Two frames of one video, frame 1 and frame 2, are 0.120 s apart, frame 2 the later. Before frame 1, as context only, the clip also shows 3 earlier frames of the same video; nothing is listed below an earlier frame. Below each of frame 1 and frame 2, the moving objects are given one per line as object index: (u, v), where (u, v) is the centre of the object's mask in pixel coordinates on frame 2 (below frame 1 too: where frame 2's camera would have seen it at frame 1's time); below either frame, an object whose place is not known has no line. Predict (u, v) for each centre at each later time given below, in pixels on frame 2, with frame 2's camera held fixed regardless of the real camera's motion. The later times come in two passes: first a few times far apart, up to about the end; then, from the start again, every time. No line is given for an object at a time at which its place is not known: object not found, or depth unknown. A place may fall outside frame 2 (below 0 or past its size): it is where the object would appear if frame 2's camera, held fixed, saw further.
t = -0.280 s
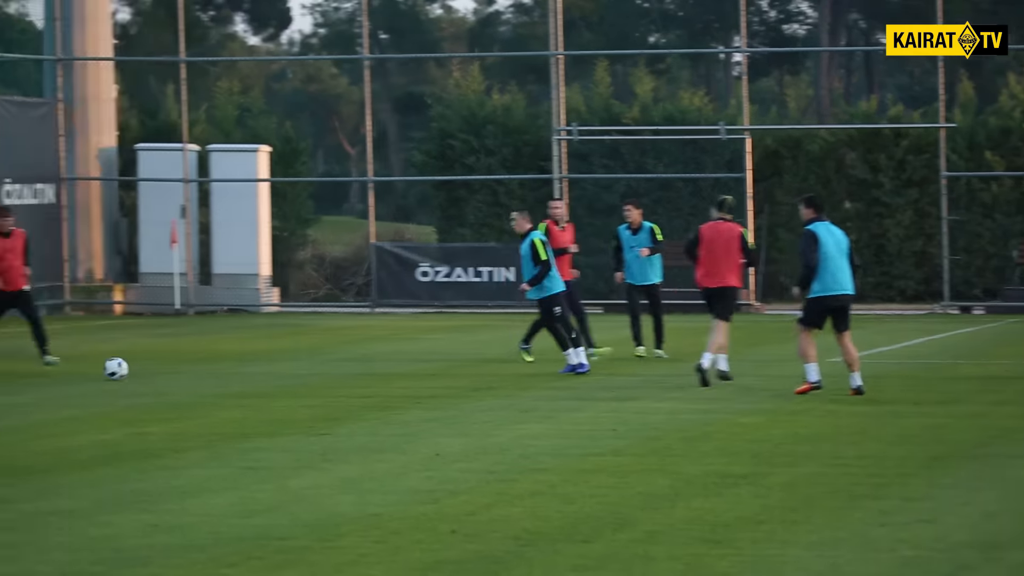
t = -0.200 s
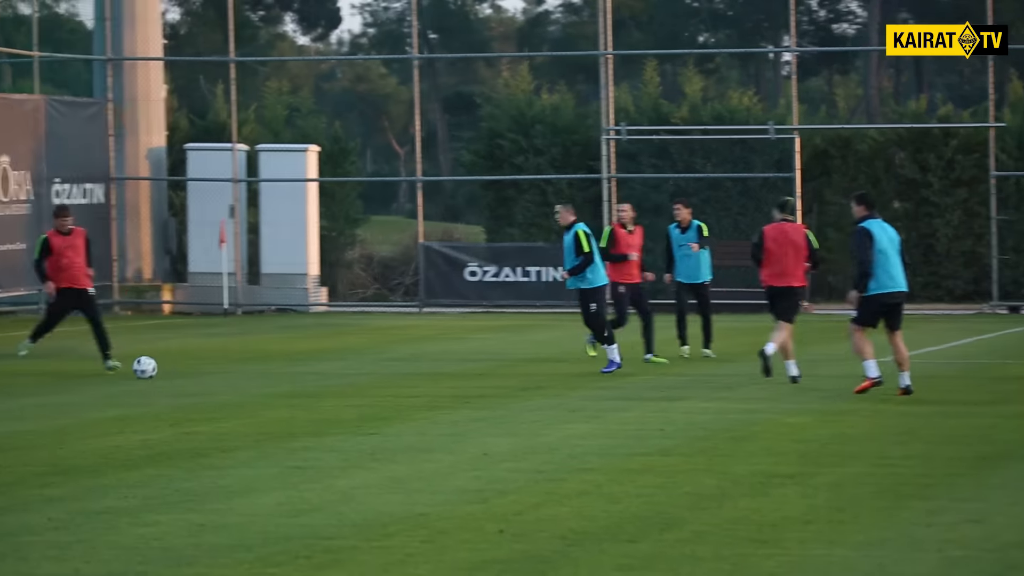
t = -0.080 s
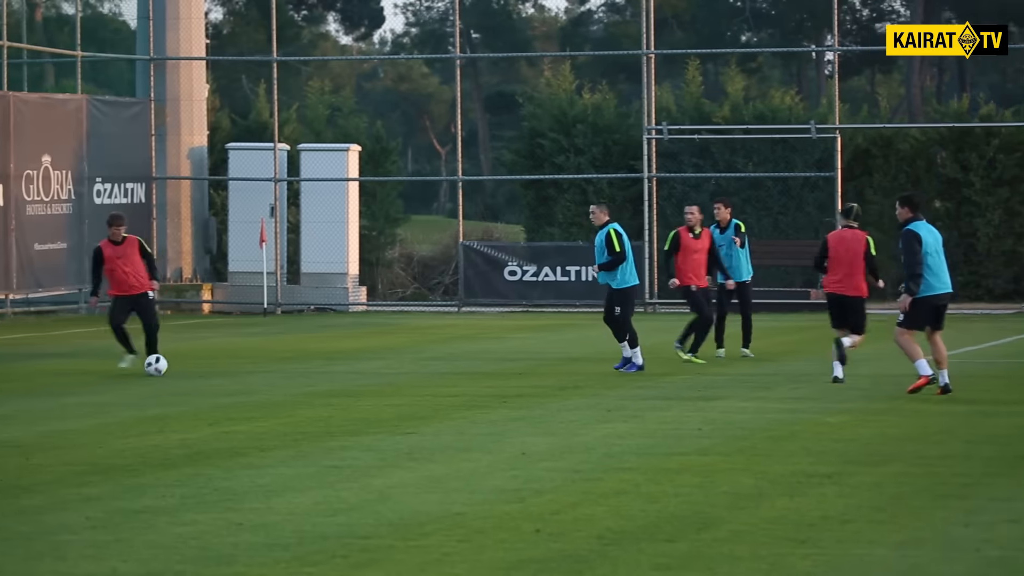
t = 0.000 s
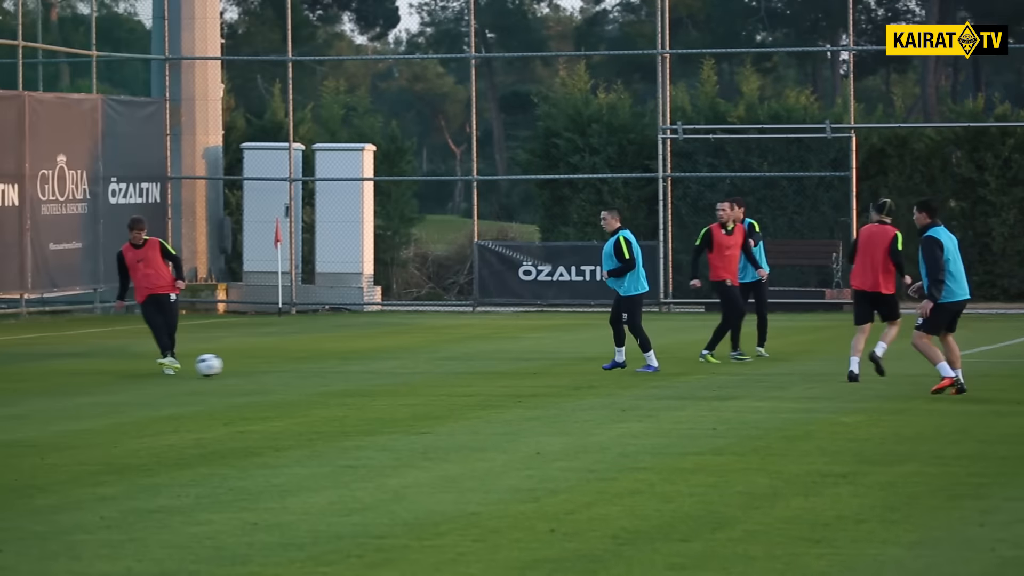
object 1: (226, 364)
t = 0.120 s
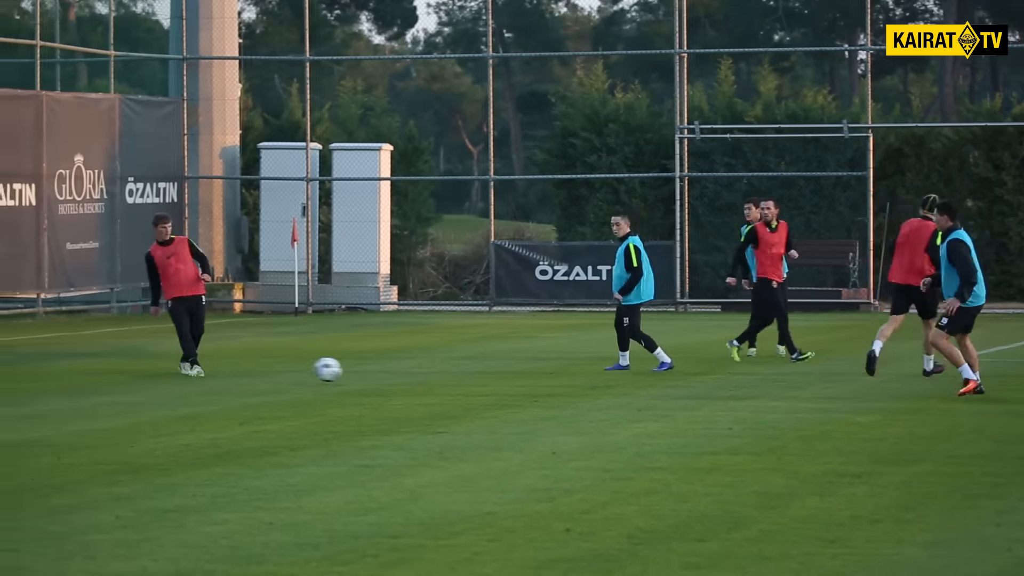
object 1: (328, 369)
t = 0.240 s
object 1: (436, 371)
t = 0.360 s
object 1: (549, 377)
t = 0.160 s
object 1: (364, 374)
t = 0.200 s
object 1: (401, 374)
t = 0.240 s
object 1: (436, 371)
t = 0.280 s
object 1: (473, 371)
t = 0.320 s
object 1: (511, 373)
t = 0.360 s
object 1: (549, 377)
